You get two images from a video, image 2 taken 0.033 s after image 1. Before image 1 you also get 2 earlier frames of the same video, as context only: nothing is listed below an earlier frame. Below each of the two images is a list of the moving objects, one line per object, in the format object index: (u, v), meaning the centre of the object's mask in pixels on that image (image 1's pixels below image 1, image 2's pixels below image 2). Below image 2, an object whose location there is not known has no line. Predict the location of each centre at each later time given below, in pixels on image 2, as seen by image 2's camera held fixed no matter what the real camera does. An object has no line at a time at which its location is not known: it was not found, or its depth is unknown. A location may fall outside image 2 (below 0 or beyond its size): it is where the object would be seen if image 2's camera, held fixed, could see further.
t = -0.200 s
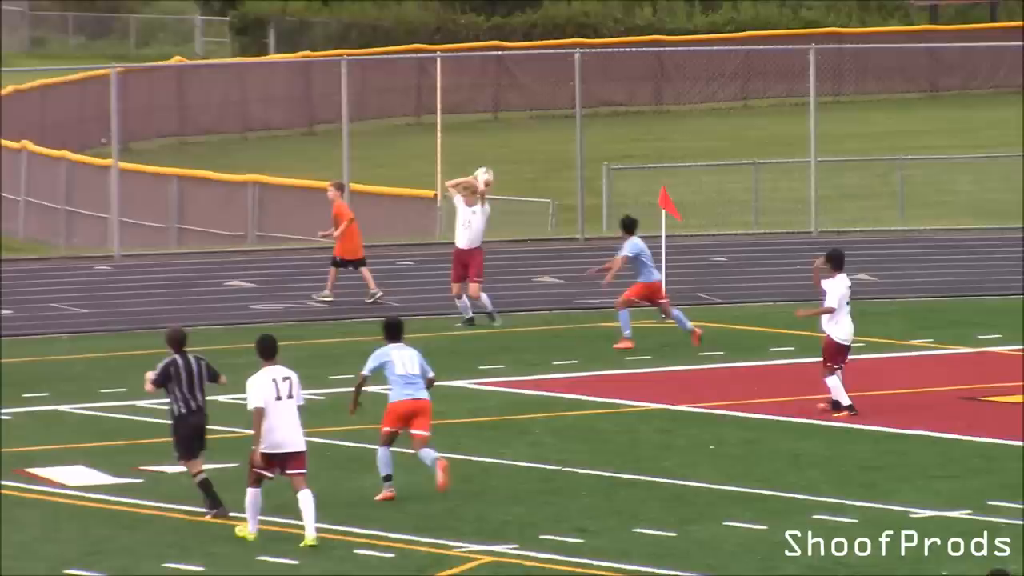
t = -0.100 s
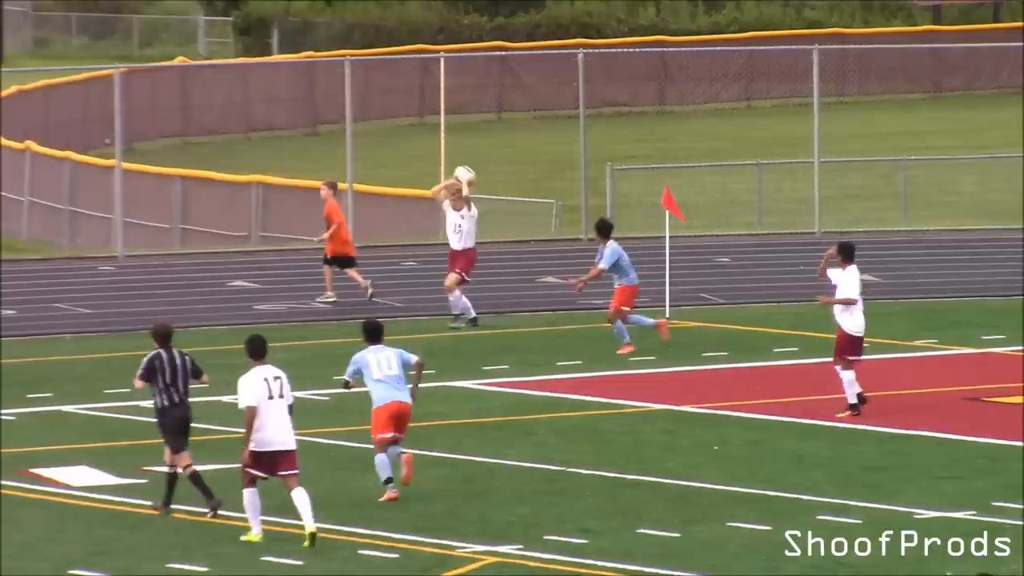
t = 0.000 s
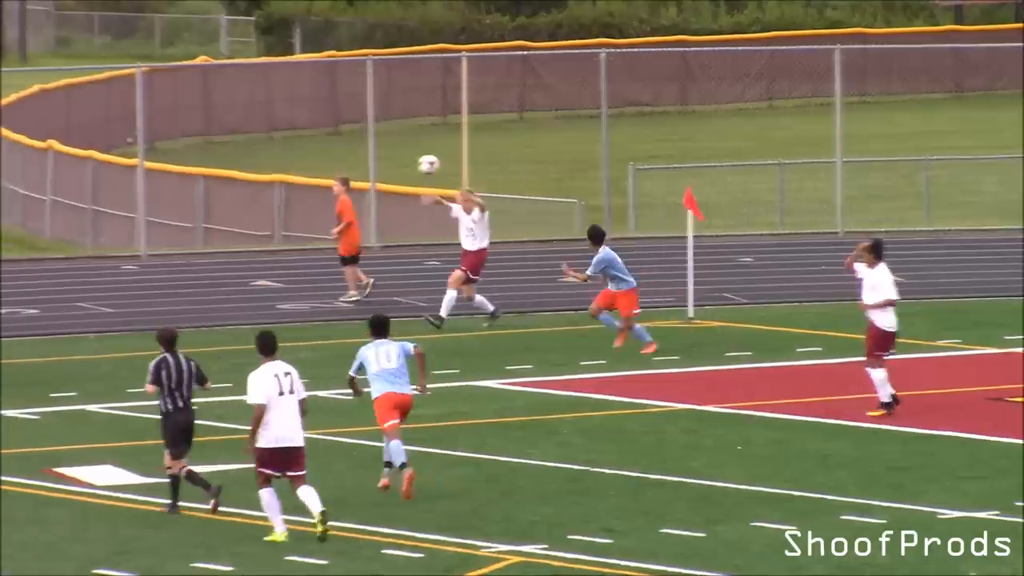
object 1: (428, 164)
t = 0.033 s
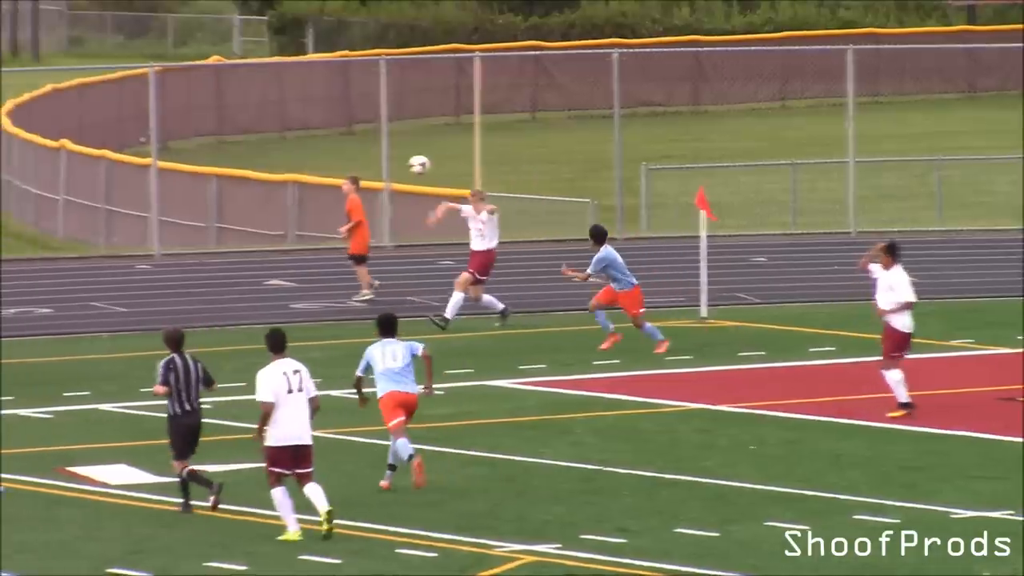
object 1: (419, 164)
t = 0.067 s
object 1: (399, 166)
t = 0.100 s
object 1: (378, 170)
